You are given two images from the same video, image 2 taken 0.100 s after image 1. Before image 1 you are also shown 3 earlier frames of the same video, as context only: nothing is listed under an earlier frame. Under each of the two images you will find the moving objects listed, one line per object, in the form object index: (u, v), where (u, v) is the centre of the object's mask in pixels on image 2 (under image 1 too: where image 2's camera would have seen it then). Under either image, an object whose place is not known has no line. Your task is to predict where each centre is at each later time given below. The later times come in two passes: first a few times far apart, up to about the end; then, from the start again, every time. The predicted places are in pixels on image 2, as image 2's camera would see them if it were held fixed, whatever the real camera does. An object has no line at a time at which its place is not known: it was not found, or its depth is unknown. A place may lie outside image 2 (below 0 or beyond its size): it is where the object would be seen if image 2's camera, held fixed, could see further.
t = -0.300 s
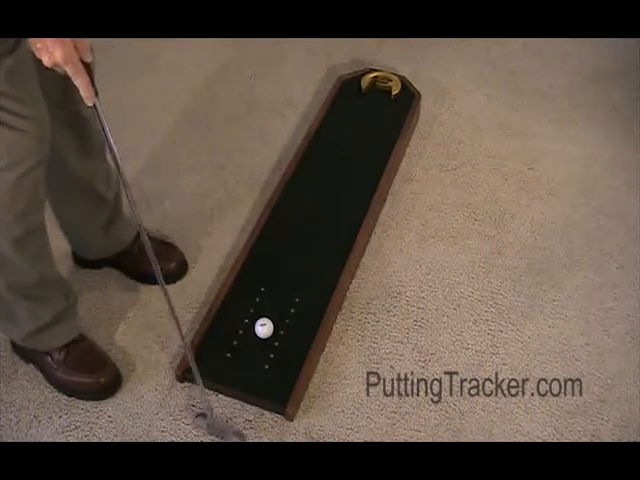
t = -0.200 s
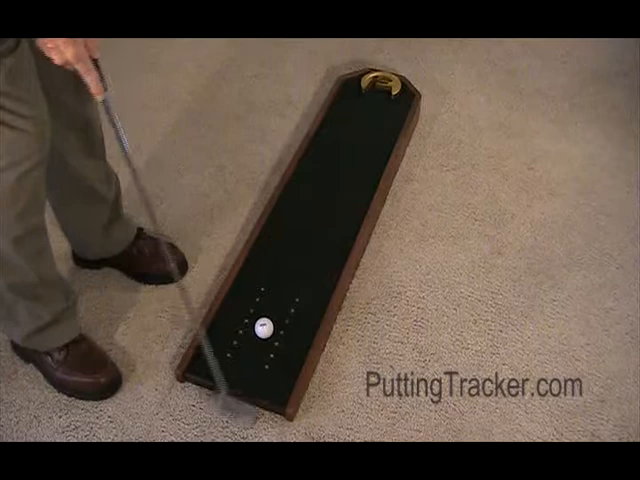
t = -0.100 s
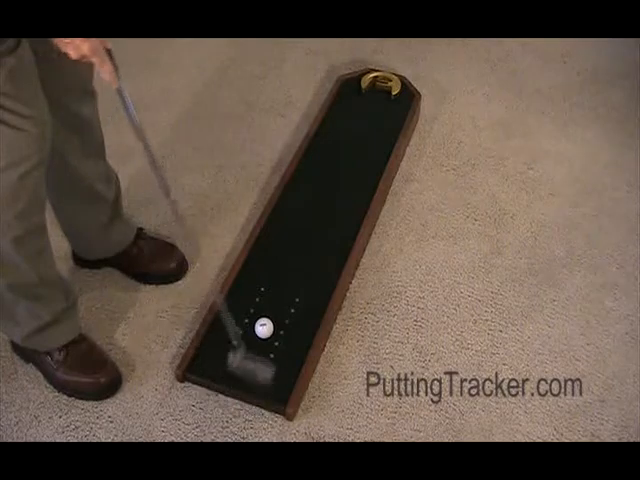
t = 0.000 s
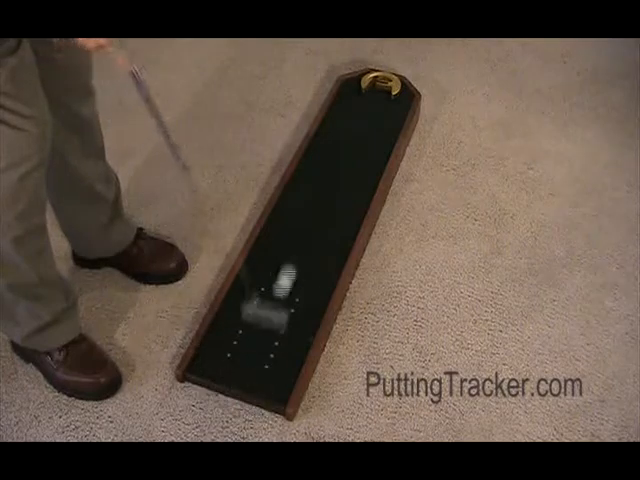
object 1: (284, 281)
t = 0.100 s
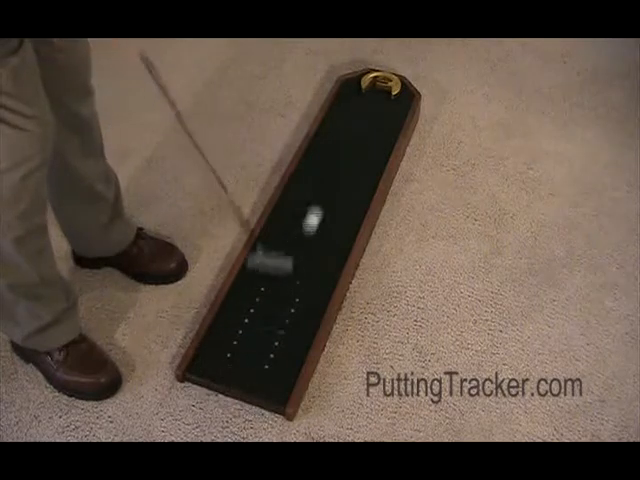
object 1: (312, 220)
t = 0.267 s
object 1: (343, 152)
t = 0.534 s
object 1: (371, 93)
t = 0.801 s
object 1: (361, 123)
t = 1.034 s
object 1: (353, 146)
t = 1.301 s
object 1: (341, 173)
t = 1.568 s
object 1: (328, 201)
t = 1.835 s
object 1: (316, 230)
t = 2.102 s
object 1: (303, 260)
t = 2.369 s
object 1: (288, 290)
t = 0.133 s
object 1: (319, 203)
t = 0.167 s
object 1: (326, 189)
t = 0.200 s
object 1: (332, 176)
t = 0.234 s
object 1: (337, 163)
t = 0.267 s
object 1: (343, 152)
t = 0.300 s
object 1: (348, 141)
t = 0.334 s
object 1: (353, 131)
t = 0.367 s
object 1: (357, 121)
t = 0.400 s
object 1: (362, 111)
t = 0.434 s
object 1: (366, 102)
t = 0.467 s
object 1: (370, 94)
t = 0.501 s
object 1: (373, 89)
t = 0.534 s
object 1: (371, 93)
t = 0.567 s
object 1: (369, 99)
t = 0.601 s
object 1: (368, 103)
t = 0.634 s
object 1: (367, 107)
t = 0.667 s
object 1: (366, 110)
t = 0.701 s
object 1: (365, 113)
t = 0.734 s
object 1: (364, 117)
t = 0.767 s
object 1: (362, 120)
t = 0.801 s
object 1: (361, 123)
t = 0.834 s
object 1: (360, 127)
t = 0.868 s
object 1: (359, 130)
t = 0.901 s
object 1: (358, 133)
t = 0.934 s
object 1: (357, 136)
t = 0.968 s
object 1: (356, 140)
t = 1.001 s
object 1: (354, 143)
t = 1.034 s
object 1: (353, 146)
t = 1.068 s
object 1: (352, 149)
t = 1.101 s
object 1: (350, 153)
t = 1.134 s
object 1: (349, 156)
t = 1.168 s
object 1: (348, 160)
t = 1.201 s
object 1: (346, 163)
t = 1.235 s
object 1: (344, 166)
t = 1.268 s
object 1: (343, 169)
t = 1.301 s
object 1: (341, 173)
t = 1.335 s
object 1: (340, 176)
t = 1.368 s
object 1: (338, 180)
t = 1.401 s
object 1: (337, 183)
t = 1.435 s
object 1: (335, 187)
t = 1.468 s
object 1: (333, 190)
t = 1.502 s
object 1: (332, 194)
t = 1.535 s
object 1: (330, 197)
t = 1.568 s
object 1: (328, 201)
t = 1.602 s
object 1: (327, 204)
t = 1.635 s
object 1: (325, 208)
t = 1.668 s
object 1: (324, 212)
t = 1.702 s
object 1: (322, 215)
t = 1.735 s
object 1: (320, 219)
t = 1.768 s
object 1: (319, 222)
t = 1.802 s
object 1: (318, 226)
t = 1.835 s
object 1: (316, 230)
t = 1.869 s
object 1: (314, 234)
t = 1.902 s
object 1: (313, 238)
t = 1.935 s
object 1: (311, 241)
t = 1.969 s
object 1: (309, 245)
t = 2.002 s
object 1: (308, 249)
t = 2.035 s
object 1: (306, 253)
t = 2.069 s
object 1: (305, 256)
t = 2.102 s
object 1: (303, 260)
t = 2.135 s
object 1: (301, 264)
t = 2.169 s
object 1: (299, 268)
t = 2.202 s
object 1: (297, 272)
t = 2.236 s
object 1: (295, 276)
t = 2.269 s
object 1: (293, 279)
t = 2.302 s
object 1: (292, 283)
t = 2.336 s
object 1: (290, 287)
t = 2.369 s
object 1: (288, 290)
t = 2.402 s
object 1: (286, 294)
